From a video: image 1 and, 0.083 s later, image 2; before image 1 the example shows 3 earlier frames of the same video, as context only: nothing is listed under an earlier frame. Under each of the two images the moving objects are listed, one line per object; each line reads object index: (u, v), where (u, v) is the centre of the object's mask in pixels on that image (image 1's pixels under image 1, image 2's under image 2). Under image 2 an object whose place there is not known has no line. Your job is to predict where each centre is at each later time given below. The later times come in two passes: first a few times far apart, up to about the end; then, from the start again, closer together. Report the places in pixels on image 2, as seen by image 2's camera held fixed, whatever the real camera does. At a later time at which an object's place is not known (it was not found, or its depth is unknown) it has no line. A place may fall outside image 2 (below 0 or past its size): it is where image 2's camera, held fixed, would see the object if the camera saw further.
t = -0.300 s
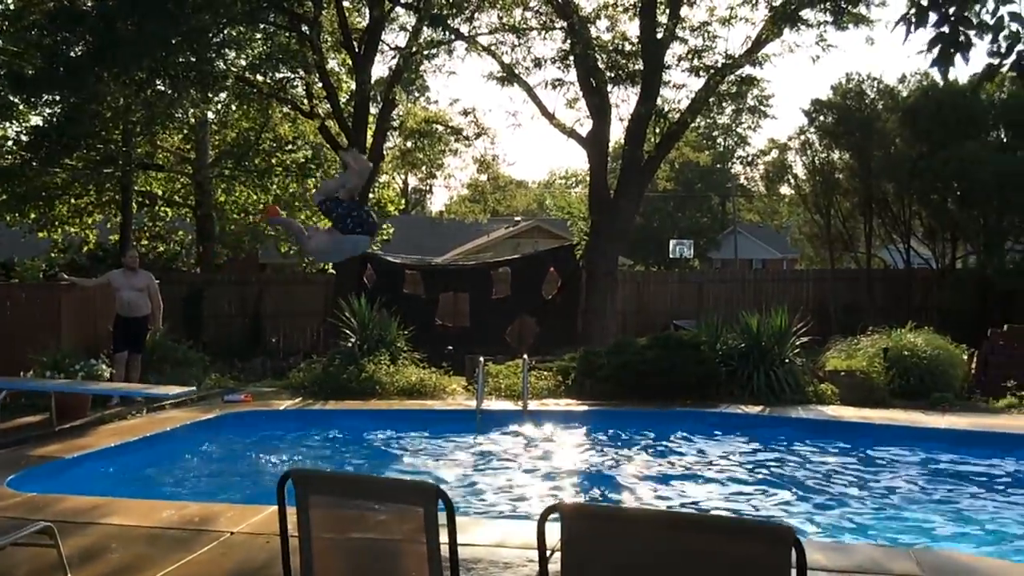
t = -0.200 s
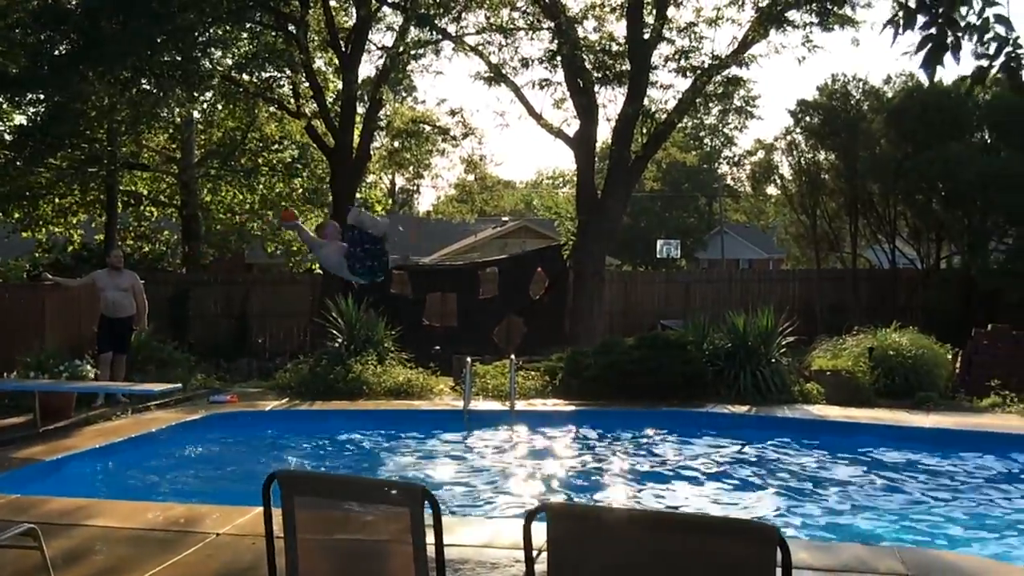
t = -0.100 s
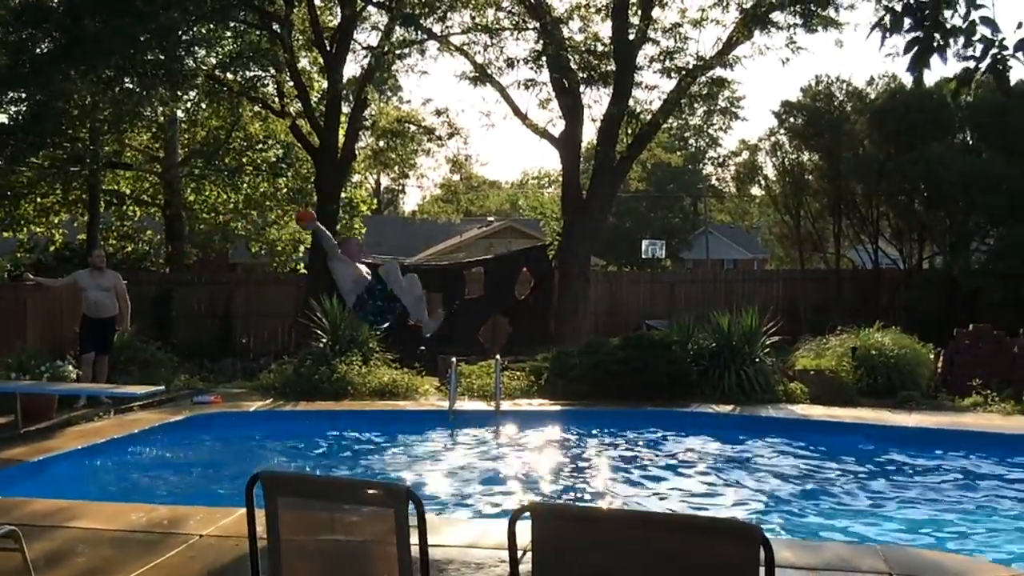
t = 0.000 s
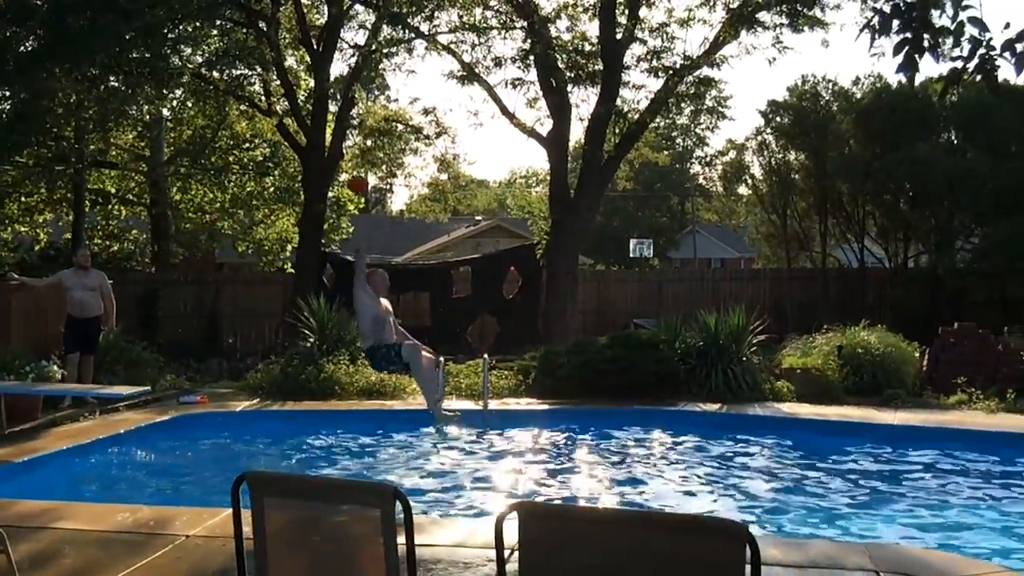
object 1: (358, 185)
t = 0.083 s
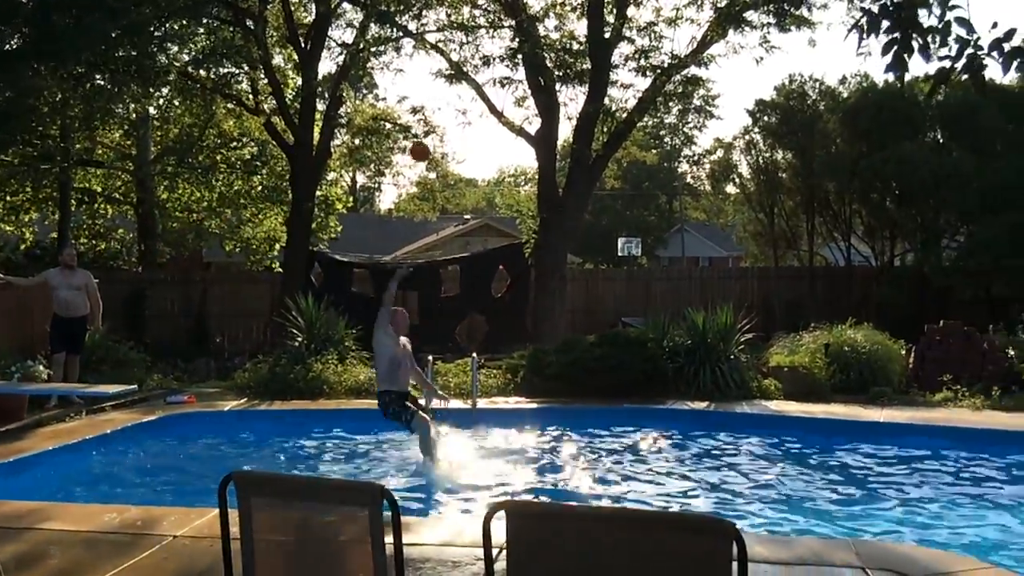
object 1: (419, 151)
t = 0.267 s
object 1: (590, 108)
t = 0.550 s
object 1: (864, 122)
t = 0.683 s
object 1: (998, 166)
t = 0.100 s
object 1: (435, 145)
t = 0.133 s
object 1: (465, 135)
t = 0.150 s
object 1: (480, 131)
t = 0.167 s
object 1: (496, 127)
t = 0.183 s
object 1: (512, 123)
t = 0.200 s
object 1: (526, 119)
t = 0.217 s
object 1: (542, 115)
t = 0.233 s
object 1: (559, 112)
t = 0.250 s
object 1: (573, 110)
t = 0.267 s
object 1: (590, 108)
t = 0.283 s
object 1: (605, 105)
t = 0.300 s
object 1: (621, 104)
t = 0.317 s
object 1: (637, 103)
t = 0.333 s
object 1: (651, 102)
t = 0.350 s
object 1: (668, 101)
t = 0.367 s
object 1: (684, 101)
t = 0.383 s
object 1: (700, 101)
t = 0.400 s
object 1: (718, 100)
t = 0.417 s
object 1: (732, 102)
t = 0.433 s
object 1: (749, 103)
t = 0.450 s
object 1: (765, 105)
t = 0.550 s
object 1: (864, 122)
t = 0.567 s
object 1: (881, 125)
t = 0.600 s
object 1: (914, 136)
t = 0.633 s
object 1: (948, 146)
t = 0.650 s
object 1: (965, 152)
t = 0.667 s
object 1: (981, 159)
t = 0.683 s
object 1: (998, 166)
